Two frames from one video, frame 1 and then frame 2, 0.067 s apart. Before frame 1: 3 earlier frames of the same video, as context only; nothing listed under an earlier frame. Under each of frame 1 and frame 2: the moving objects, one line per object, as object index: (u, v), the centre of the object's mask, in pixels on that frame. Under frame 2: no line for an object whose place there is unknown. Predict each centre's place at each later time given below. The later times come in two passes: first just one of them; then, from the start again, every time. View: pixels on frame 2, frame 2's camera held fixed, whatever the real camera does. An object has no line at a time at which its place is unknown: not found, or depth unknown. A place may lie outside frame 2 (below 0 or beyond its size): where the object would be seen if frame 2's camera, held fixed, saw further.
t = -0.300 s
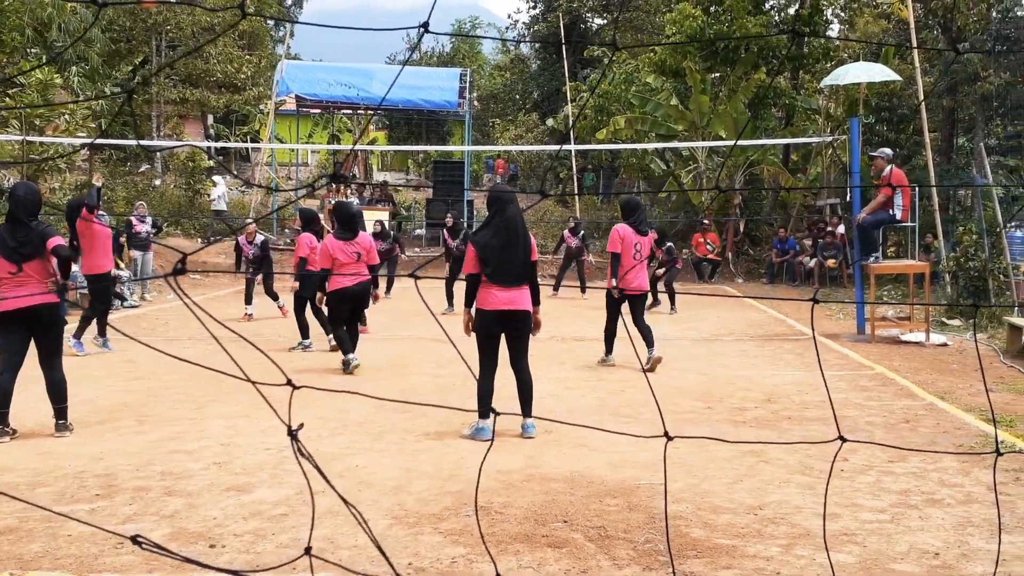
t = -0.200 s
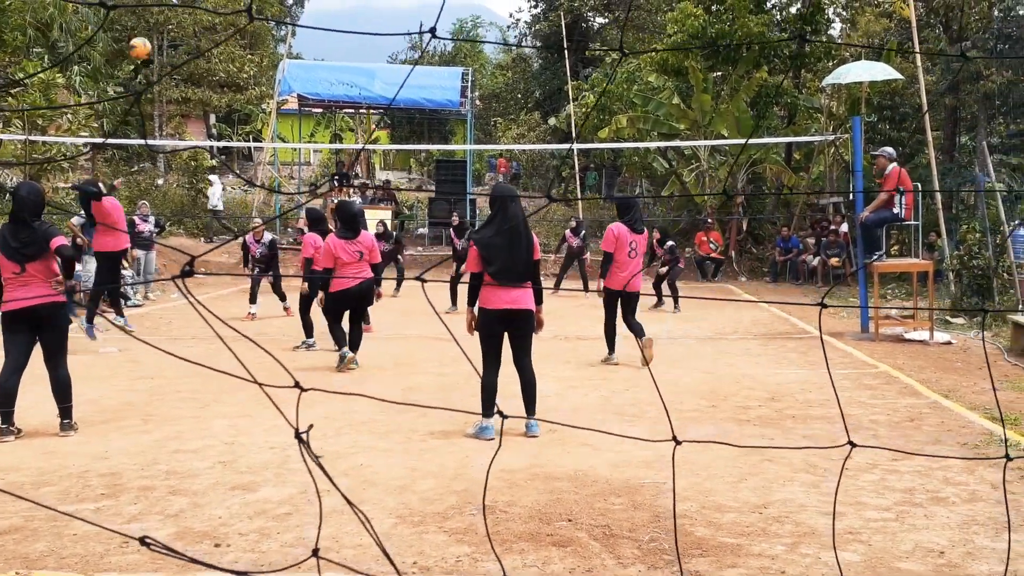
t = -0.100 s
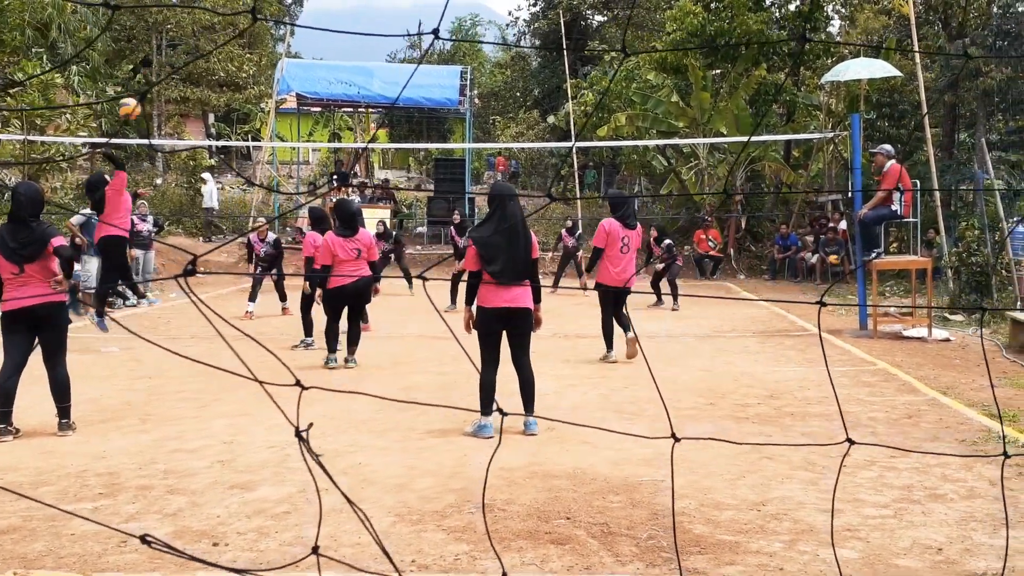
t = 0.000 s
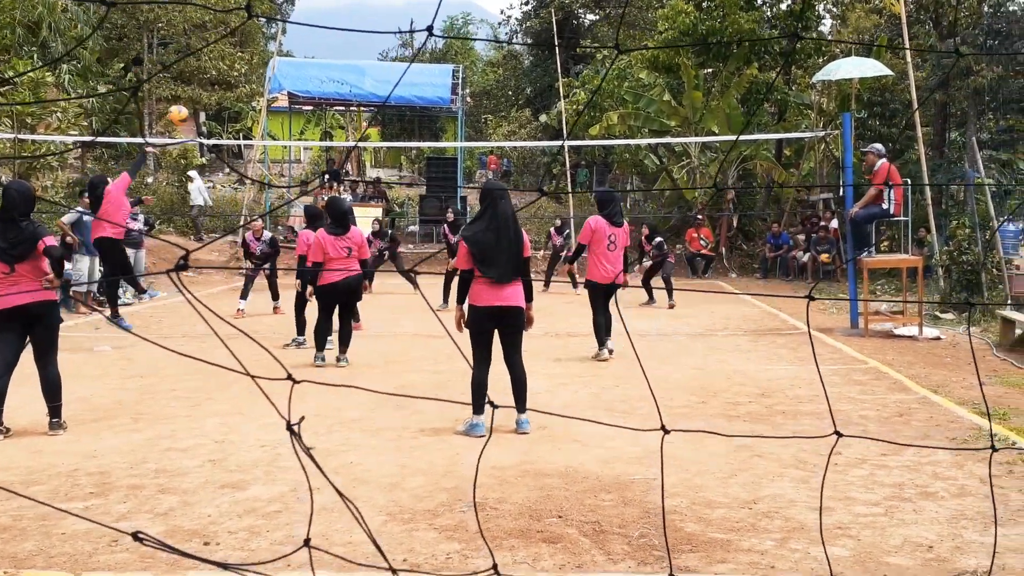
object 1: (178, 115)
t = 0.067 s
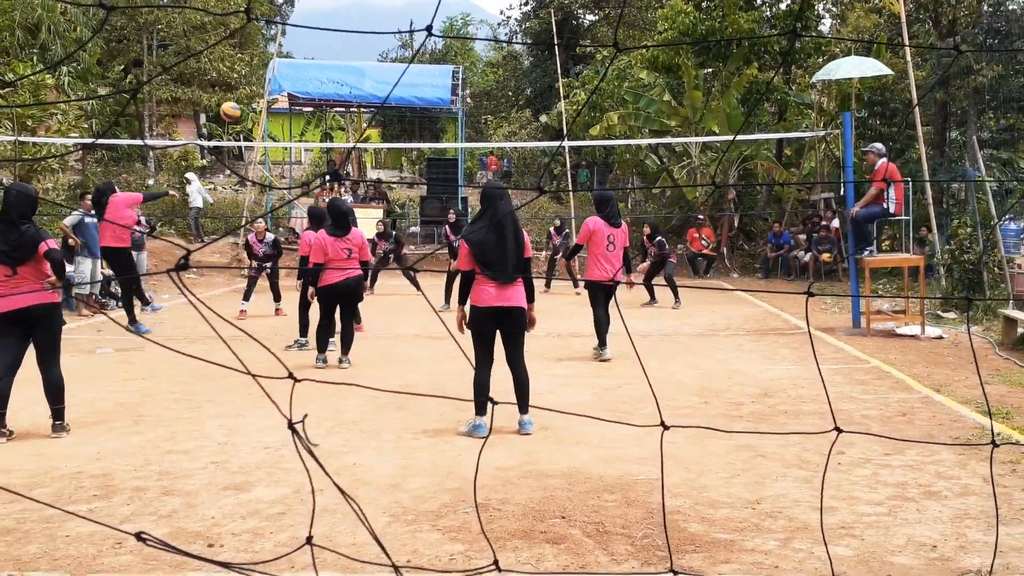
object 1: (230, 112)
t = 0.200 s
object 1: (320, 111)
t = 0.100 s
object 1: (254, 109)
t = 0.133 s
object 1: (277, 109)
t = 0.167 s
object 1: (299, 109)
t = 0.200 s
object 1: (320, 111)
